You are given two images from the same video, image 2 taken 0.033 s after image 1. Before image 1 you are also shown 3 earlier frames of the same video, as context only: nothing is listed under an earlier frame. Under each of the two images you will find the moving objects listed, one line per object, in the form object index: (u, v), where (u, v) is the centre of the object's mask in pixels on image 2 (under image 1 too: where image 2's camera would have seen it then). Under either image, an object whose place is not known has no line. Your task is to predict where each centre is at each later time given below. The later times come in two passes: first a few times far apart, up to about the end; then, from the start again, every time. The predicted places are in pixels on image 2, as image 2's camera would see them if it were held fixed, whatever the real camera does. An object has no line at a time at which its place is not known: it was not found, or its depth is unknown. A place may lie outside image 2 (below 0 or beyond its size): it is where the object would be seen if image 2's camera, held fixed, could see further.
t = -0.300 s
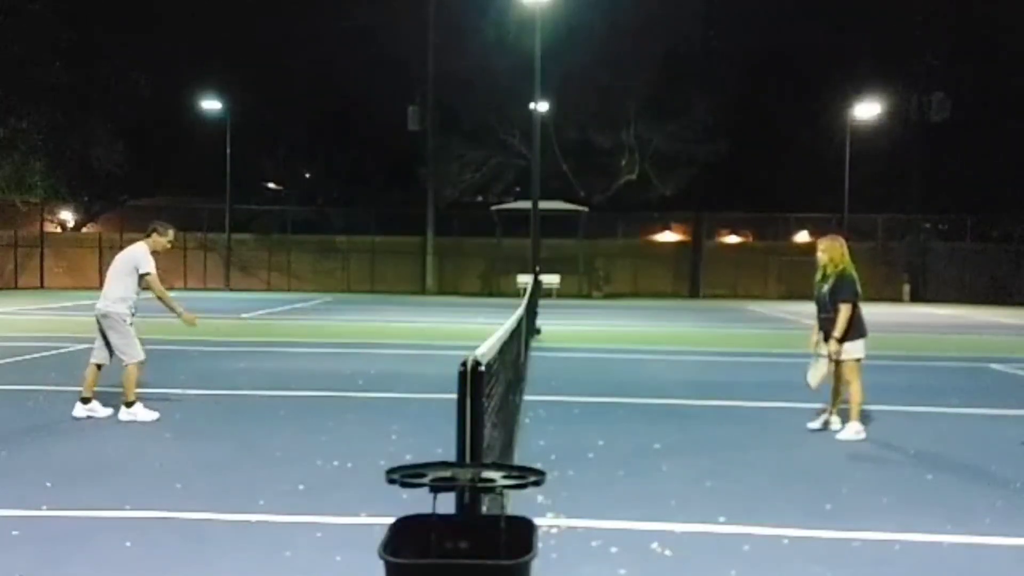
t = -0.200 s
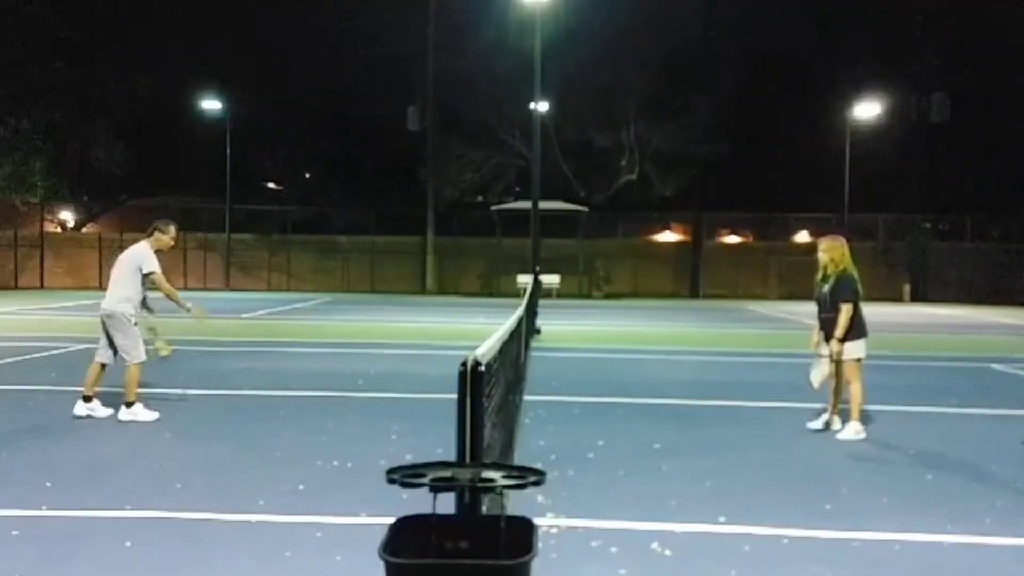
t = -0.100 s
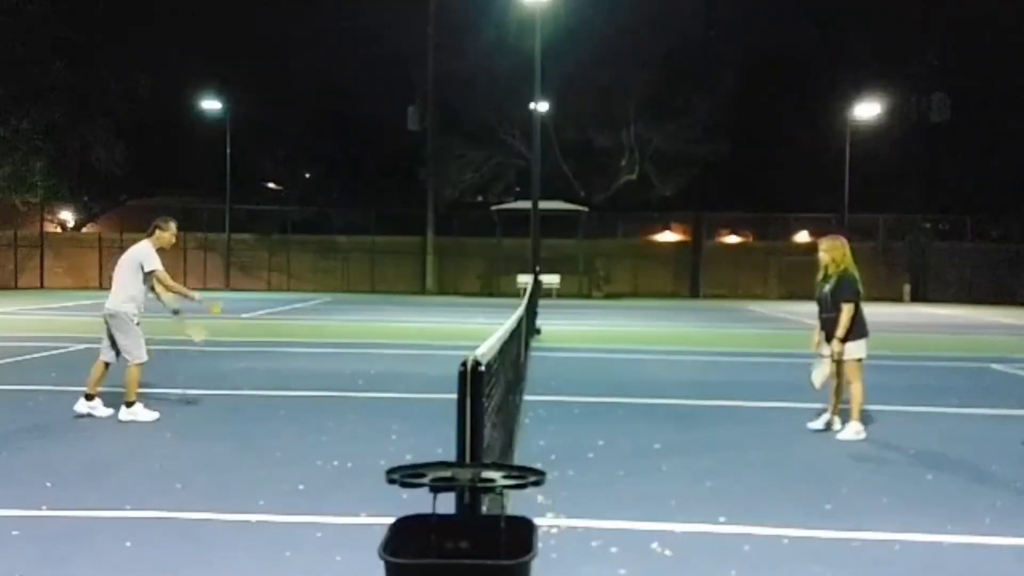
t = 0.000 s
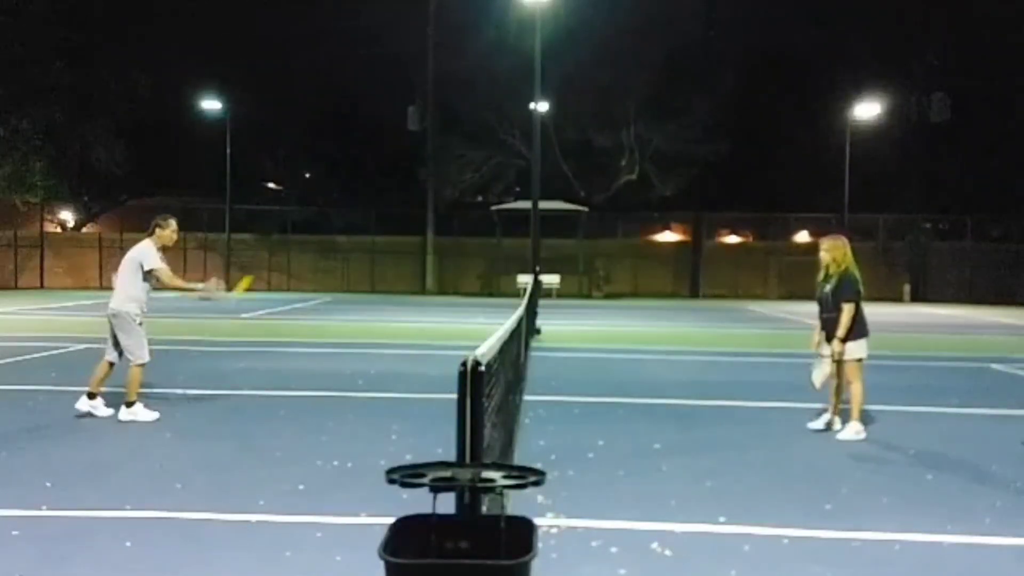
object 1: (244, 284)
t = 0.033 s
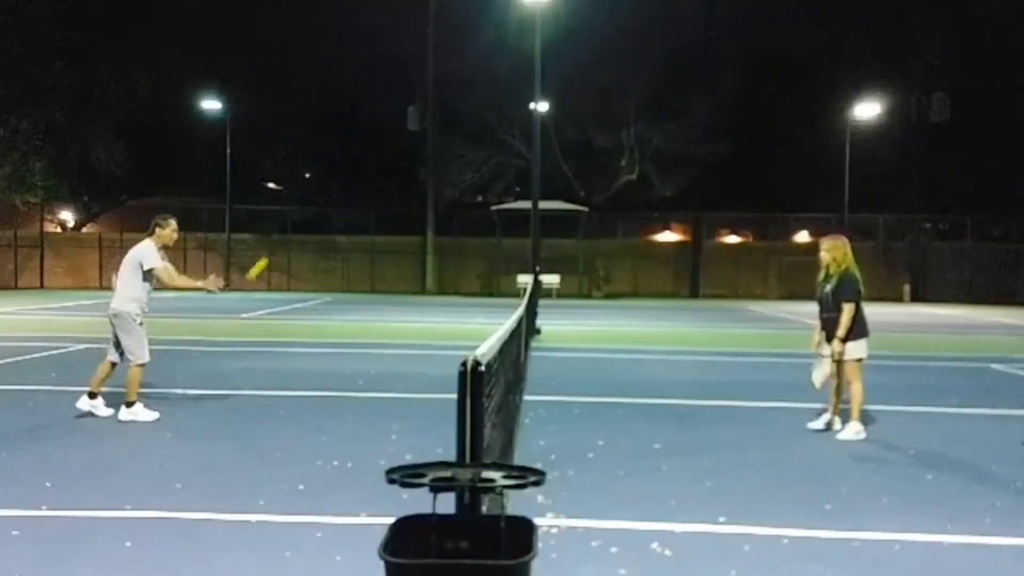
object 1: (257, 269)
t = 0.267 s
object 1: (358, 189)
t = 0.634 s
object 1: (497, 206)
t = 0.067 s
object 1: (273, 252)
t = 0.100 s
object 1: (288, 238)
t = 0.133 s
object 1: (302, 225)
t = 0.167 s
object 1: (317, 214)
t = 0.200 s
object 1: (330, 205)
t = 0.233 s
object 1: (344, 196)
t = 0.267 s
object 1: (358, 189)
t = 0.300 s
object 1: (372, 184)
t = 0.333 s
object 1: (385, 180)
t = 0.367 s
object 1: (399, 177)
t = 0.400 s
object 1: (412, 177)
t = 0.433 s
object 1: (425, 177)
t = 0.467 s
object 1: (437, 178)
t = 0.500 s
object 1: (450, 181)
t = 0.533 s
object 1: (462, 186)
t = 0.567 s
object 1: (474, 191)
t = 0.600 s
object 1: (486, 198)
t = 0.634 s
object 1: (497, 206)
